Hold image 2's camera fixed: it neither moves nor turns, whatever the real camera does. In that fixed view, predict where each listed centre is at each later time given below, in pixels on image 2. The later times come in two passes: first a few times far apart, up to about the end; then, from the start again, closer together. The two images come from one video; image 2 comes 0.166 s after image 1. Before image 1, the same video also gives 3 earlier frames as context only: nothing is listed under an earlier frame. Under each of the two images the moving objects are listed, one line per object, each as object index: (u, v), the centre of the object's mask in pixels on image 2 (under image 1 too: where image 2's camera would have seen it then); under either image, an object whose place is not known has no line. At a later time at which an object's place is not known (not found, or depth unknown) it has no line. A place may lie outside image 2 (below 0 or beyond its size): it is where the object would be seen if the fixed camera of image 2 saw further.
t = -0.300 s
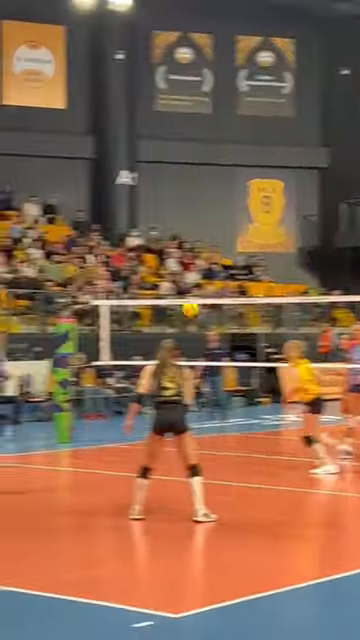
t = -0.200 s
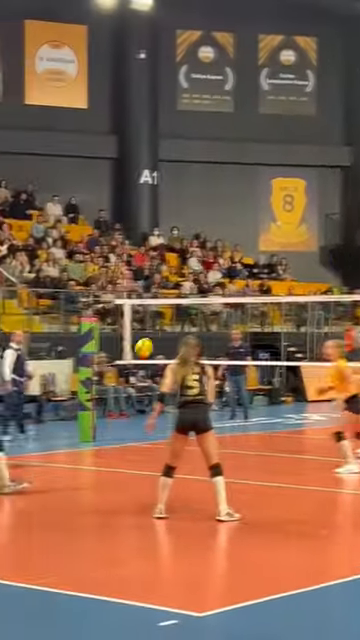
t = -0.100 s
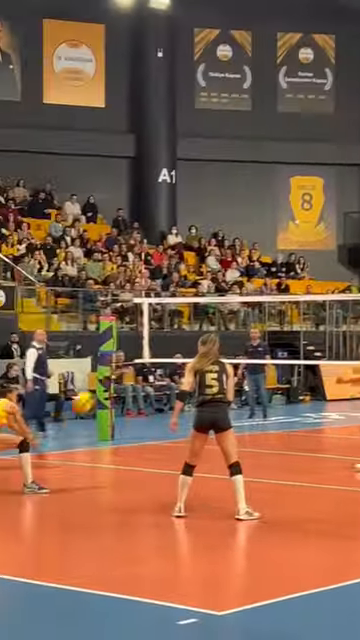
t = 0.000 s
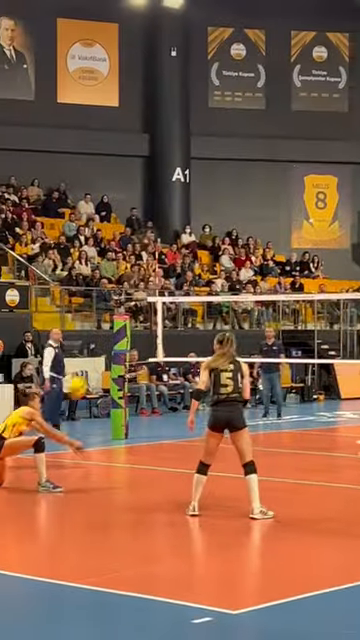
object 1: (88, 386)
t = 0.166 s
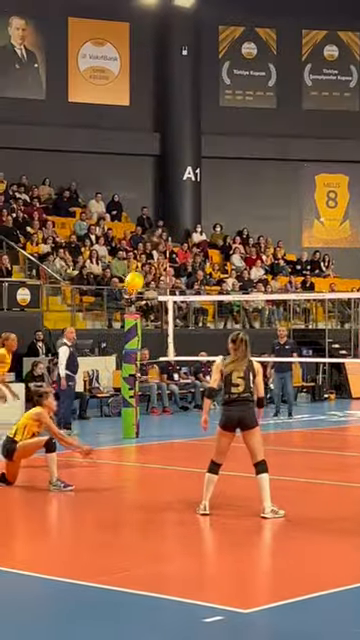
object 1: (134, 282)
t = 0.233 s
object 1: (152, 244)
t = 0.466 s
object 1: (211, 142)
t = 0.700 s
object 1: (265, 88)
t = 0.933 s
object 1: (313, 79)
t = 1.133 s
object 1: (356, 105)
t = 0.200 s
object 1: (143, 262)
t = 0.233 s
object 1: (152, 244)
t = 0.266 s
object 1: (161, 227)
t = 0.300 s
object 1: (169, 210)
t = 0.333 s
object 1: (178, 194)
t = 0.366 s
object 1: (186, 179)
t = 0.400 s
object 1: (194, 166)
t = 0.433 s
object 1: (203, 154)
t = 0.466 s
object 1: (211, 142)
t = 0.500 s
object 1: (219, 131)
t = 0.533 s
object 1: (227, 122)
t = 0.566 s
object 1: (235, 113)
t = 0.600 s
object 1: (242, 105)
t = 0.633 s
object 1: (250, 98)
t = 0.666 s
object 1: (258, 93)
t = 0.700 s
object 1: (265, 88)
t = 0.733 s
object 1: (272, 84)
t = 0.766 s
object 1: (280, 81)
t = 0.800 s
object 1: (287, 79)
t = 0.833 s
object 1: (294, 77)
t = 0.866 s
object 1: (300, 76)
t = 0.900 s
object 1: (307, 77)
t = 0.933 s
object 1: (313, 79)
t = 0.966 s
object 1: (322, 81)
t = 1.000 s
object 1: (328, 84)
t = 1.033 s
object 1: (333, 88)
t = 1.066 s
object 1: (342, 93)
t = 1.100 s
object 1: (349, 98)
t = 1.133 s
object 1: (356, 105)
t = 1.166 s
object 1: (363, 112)
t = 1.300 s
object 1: (390, 149)
